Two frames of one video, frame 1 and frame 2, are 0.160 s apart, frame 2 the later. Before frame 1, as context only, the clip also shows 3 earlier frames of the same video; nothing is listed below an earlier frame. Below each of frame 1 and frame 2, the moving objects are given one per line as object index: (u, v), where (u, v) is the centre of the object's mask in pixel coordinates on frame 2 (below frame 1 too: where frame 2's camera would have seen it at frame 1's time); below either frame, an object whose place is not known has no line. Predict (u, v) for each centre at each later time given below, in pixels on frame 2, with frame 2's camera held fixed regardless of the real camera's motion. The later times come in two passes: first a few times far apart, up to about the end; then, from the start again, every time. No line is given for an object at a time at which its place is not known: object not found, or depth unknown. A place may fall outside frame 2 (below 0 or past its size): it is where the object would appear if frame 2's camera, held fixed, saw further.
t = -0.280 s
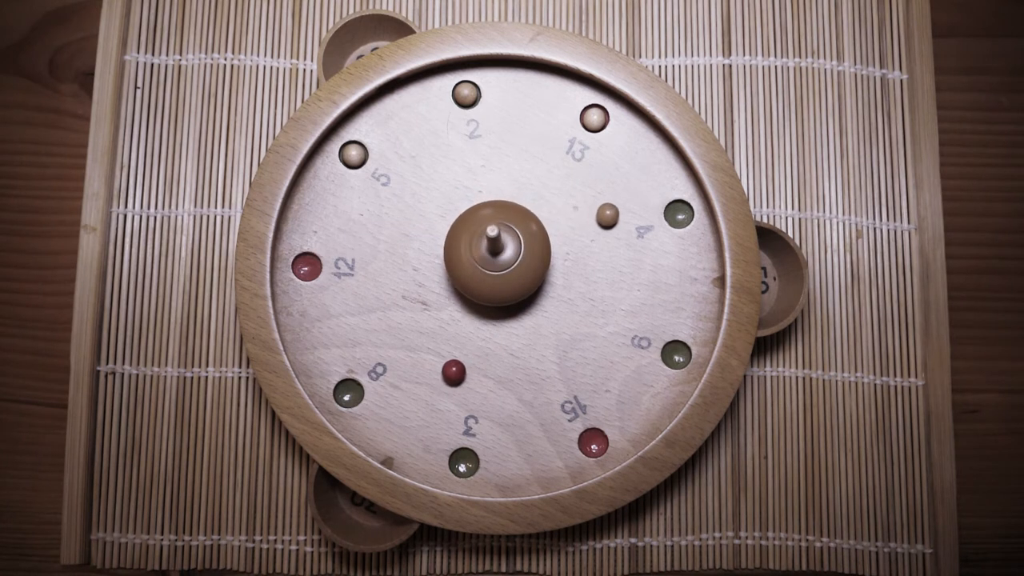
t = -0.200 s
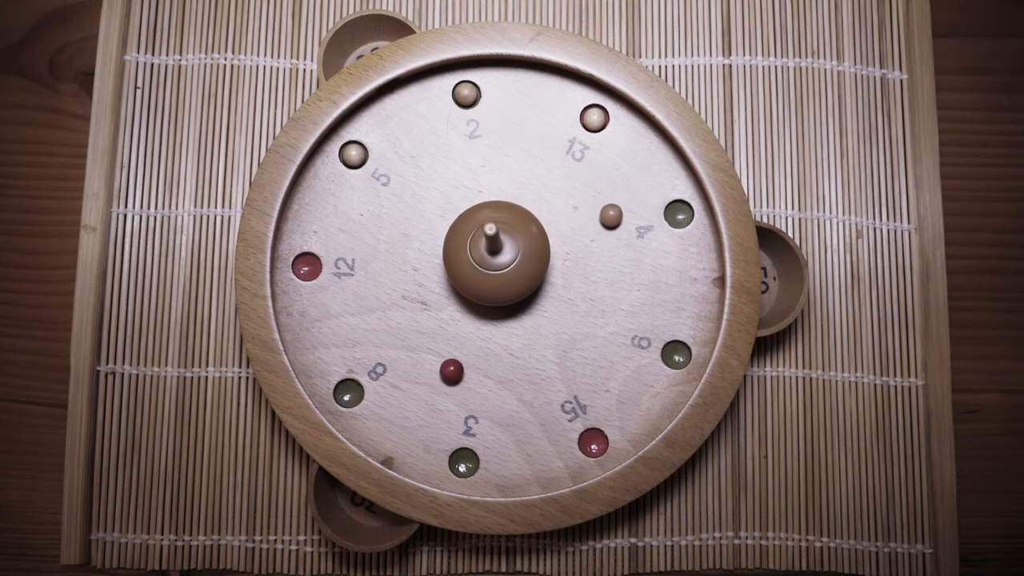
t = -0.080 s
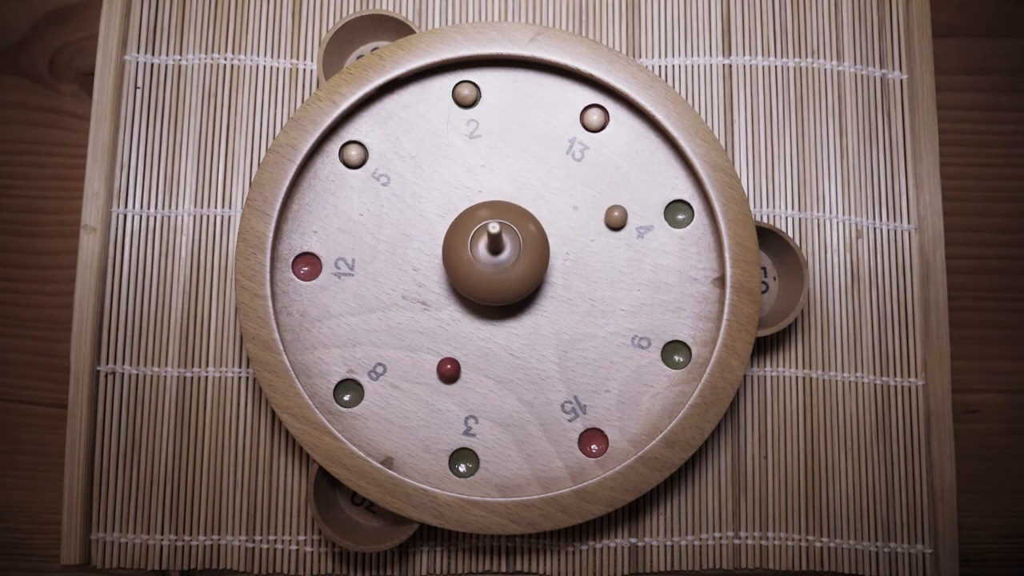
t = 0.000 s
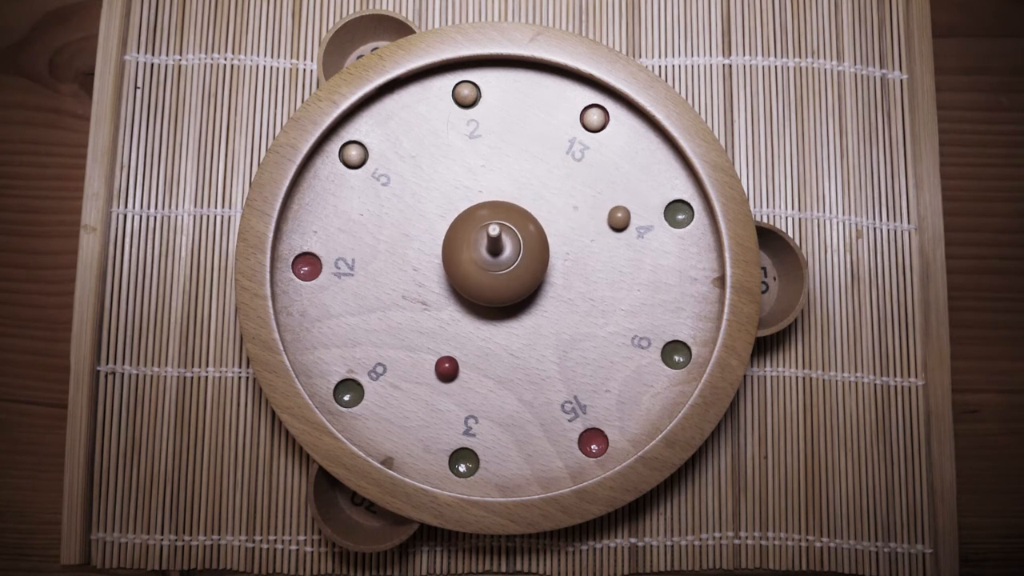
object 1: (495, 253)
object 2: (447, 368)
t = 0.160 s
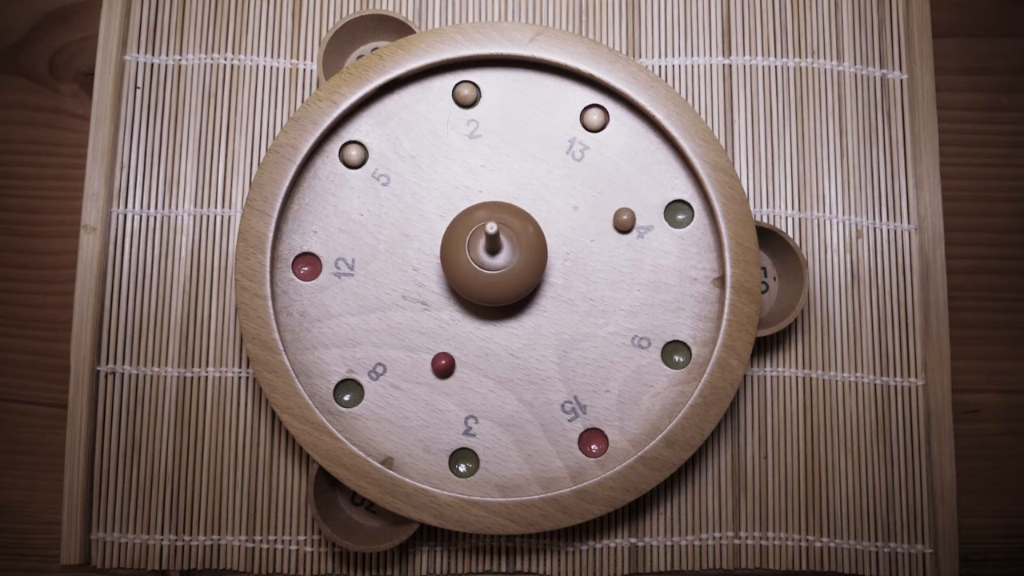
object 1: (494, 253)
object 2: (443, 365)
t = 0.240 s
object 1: (493, 253)
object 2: (441, 363)
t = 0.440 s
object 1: (492, 253)
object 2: (438, 356)
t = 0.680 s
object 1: (490, 253)
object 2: (435, 348)
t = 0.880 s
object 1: (488, 252)
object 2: (432, 340)
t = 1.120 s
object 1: (487, 251)
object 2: (431, 329)
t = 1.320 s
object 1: (487, 250)
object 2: (430, 319)
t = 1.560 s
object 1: (485, 249)
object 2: (430, 306)
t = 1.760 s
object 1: (484, 247)
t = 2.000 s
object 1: (484, 246)
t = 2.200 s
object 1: (484, 244)
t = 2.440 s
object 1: (484, 243)
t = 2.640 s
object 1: (485, 241)
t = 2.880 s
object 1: (486, 239)
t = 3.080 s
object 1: (486, 239)
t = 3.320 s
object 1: (487, 238)
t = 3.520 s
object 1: (489, 237)
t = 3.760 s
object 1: (490, 236)
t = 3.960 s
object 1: (492, 236)
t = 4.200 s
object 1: (494, 236)
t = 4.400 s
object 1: (495, 236)
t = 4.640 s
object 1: (497, 237)
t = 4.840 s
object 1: (498, 238)
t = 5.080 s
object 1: (499, 238)
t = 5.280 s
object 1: (500, 240)
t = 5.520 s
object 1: (501, 241)
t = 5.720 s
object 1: (501, 242)
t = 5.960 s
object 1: (501, 244)
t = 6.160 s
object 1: (501, 245)
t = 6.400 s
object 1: (500, 247)
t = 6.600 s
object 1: (500, 248)
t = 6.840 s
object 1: (499, 249)
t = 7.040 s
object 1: (497, 250)
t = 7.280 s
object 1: (496, 251)
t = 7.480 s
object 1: (495, 251)
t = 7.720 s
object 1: (493, 251)
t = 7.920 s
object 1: (492, 252)
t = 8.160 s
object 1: (490, 251)
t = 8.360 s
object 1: (488, 250)
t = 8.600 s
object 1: (487, 250)
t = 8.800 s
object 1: (486, 248)
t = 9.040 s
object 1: (484, 247)
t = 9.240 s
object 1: (484, 247)
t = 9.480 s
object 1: (484, 245)
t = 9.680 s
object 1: (483, 243)
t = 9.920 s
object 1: (485, 241)
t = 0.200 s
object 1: (493, 253)
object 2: (442, 364)
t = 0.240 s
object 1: (493, 253)
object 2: (441, 363)
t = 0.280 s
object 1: (493, 253)
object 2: (441, 361)
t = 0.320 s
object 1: (493, 253)
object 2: (440, 360)
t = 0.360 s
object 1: (493, 253)
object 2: (439, 359)
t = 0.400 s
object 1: (492, 254)
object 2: (438, 358)
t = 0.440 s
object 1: (492, 253)
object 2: (438, 356)
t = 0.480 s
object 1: (491, 253)
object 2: (437, 355)
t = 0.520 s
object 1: (491, 253)
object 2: (437, 354)
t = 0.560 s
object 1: (491, 253)
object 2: (436, 352)
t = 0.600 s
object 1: (491, 252)
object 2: (435, 351)
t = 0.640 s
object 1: (490, 253)
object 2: (435, 350)
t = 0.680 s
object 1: (490, 253)
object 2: (435, 348)
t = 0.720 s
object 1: (490, 253)
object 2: (434, 347)
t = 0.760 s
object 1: (489, 253)
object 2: (434, 345)
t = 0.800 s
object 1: (489, 252)
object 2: (433, 343)
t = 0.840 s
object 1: (489, 252)
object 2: (433, 342)
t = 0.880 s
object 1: (488, 252)
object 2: (432, 340)
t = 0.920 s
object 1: (488, 252)
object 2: (432, 338)
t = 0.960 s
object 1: (488, 252)
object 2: (432, 336)
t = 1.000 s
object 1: (488, 252)
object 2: (432, 334)
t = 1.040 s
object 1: (488, 252)
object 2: (431, 333)
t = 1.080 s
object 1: (487, 251)
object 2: (431, 331)
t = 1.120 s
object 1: (487, 251)
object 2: (431, 329)
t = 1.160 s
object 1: (487, 251)
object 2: (431, 327)
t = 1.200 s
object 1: (487, 250)
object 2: (430, 325)
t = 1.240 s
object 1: (487, 250)
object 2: (430, 323)
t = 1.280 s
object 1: (487, 250)
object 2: (430, 321)
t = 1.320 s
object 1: (487, 250)
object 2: (430, 319)
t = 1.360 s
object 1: (486, 250)
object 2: (430, 317)
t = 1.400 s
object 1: (486, 250)
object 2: (430, 315)
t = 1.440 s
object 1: (486, 249)
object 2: (430, 312)
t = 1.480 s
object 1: (485, 249)
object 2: (430, 310)
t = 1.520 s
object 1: (485, 249)
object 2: (430, 308)
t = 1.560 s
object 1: (485, 249)
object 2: (430, 306)
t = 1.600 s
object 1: (485, 248)
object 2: (430, 303)
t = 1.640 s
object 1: (485, 248)
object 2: (430, 301)
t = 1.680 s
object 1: (485, 248)
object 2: (430, 299)
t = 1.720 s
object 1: (485, 248)
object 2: (431, 296)
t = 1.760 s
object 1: (484, 247)
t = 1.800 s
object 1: (484, 247)
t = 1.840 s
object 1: (484, 246)
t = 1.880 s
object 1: (484, 246)
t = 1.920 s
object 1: (484, 246)
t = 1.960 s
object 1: (484, 246)
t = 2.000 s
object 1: (484, 246)
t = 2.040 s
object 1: (484, 246)
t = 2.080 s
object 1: (484, 245)
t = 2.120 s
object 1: (484, 245)
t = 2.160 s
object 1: (484, 244)
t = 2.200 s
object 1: (484, 244)
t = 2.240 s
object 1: (484, 244)
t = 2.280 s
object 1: (484, 244)
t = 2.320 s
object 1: (484, 244)
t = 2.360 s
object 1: (484, 244)
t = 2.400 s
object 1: (484, 243)
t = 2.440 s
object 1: (484, 243)
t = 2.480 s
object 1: (484, 242)
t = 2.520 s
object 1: (484, 242)
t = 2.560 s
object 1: (485, 241)
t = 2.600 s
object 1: (485, 241)
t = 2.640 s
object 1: (485, 241)
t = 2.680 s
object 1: (485, 241)
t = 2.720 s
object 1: (485, 241)
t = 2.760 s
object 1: (485, 240)
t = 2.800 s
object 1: (485, 240)
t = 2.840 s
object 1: (485, 240)
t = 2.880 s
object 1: (486, 239)
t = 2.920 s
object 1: (486, 239)
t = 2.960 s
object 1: (486, 239)
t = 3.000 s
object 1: (486, 239)
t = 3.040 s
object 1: (486, 239)
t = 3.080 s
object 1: (486, 239)
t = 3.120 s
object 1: (486, 238)
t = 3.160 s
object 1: (486, 238)
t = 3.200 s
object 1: (487, 238)
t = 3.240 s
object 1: (487, 238)
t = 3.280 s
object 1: (487, 238)
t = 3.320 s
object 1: (487, 238)
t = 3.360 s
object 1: (487, 237)
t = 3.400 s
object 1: (487, 237)
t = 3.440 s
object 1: (488, 237)
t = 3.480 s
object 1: (488, 236)
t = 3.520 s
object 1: (489, 237)
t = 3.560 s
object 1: (489, 237)
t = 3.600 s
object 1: (489, 237)
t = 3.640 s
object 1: (490, 237)
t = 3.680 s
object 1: (490, 237)
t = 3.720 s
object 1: (490, 237)
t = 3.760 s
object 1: (490, 236)
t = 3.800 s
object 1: (491, 236)
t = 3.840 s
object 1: (491, 236)
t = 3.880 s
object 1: (492, 236)
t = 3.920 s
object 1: (492, 236)
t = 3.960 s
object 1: (492, 236)
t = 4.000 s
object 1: (492, 236)
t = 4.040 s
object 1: (492, 236)
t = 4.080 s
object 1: (492, 236)
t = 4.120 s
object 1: (493, 236)
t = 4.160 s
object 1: (493, 236)
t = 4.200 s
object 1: (494, 236)
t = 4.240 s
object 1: (494, 236)
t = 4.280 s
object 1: (494, 236)
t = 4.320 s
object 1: (494, 237)
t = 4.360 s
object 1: (494, 237)
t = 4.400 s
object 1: (495, 236)
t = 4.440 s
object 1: (495, 236)
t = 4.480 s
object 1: (495, 236)
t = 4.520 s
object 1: (496, 236)
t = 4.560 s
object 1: (496, 237)
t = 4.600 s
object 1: (496, 237)
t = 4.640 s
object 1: (497, 237)
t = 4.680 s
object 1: (496, 237)
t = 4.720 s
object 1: (497, 237)
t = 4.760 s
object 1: (497, 237)
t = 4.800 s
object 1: (497, 237)
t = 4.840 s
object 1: (498, 238)
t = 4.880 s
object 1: (498, 238)
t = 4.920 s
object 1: (498, 238)
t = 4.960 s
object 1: (498, 238)
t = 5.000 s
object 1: (498, 238)
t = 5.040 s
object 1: (498, 238)
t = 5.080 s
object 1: (499, 238)
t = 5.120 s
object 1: (499, 239)
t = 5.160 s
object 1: (499, 239)
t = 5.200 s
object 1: (500, 239)
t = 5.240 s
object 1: (500, 240)
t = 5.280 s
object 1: (500, 240)
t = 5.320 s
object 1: (500, 240)
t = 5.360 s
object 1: (500, 240)
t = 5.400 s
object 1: (500, 240)
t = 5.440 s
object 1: (500, 240)
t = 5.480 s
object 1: (500, 240)
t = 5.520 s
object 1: (501, 241)
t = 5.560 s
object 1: (501, 241)
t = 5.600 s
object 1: (501, 242)
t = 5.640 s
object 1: (501, 242)
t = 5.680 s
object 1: (501, 242)
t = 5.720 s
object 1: (501, 242)
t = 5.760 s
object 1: (501, 242)
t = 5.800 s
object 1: (501, 242)
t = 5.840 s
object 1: (501, 243)
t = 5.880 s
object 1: (501, 243)
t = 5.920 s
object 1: (502, 244)
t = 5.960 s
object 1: (501, 244)
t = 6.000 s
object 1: (501, 244)
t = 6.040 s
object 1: (501, 244)
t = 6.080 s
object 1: (501, 244)
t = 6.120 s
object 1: (501, 244)
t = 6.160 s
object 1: (501, 245)
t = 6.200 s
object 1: (501, 245)
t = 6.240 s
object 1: (501, 246)
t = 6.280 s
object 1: (501, 246)
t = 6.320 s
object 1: (501, 247)
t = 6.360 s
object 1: (500, 247)
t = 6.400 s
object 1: (500, 247)
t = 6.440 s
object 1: (500, 247)
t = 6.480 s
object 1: (500, 247)
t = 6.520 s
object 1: (500, 247)
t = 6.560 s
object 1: (500, 248)
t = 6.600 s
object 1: (500, 248)
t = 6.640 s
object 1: (499, 248)
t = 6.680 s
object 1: (499, 248)
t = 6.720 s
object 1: (499, 248)
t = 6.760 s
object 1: (499, 248)
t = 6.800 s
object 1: (499, 248)
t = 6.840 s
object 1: (499, 249)
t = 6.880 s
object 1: (499, 249)
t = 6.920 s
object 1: (499, 250)
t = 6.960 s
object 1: (498, 250)
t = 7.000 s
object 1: (498, 250)
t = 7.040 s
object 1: (497, 250)
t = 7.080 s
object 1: (497, 250)
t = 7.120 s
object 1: (497, 250)
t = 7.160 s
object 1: (497, 250)
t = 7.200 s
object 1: (497, 250)
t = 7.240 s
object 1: (497, 251)
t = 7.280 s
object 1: (496, 251)
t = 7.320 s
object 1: (496, 251)
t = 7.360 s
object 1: (495, 251)
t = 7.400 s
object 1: (495, 251)
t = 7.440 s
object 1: (495, 251)
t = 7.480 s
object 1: (495, 251)
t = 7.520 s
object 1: (495, 251)
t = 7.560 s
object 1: (495, 251)
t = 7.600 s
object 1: (494, 252)
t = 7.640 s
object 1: (494, 251)
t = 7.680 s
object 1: (493, 251)
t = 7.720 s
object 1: (493, 251)
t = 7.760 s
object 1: (493, 251)
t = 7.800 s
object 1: (493, 251)
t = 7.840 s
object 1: (493, 251)
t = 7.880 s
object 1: (492, 252)
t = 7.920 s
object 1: (492, 252)
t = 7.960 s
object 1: (491, 252)
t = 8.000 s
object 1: (491, 251)
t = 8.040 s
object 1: (490, 251)
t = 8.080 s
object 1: (490, 251)
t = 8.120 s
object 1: (490, 251)
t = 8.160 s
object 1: (490, 251)
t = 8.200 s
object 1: (490, 251)
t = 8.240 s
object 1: (489, 251)
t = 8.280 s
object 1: (489, 251)
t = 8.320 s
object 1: (488, 251)
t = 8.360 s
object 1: (488, 250)
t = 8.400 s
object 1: (488, 250)
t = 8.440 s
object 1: (488, 250)
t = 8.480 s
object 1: (488, 250)
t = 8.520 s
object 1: (488, 250)
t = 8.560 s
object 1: (487, 250)
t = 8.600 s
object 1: (487, 250)
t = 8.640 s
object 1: (487, 250)
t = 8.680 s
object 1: (486, 249)
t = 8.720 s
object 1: (486, 249)
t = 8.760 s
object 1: (486, 249)
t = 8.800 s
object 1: (486, 248)
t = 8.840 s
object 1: (486, 249)
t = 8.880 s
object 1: (486, 249)
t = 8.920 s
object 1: (485, 248)
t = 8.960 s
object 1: (485, 248)
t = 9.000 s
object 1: (485, 248)
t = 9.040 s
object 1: (484, 247)
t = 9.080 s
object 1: (484, 247)
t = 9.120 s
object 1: (485, 247)
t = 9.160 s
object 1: (484, 247)
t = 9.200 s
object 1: (484, 247)
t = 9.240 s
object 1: (484, 247)
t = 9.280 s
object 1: (484, 246)
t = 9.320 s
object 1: (484, 246)
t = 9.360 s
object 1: (483, 245)
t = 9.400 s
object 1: (484, 245)
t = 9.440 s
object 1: (484, 245)
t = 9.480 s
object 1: (484, 245)
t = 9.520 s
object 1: (484, 245)
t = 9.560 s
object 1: (484, 245)
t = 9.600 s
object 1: (483, 244)
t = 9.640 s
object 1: (483, 244)
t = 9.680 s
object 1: (483, 243)
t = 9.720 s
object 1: (483, 243)
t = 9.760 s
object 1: (484, 242)
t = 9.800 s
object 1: (484, 242)
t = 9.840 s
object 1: (484, 242)
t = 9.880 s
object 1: (485, 241)
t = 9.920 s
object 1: (485, 241)
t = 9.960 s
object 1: (485, 240)
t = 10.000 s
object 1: (485, 240)
